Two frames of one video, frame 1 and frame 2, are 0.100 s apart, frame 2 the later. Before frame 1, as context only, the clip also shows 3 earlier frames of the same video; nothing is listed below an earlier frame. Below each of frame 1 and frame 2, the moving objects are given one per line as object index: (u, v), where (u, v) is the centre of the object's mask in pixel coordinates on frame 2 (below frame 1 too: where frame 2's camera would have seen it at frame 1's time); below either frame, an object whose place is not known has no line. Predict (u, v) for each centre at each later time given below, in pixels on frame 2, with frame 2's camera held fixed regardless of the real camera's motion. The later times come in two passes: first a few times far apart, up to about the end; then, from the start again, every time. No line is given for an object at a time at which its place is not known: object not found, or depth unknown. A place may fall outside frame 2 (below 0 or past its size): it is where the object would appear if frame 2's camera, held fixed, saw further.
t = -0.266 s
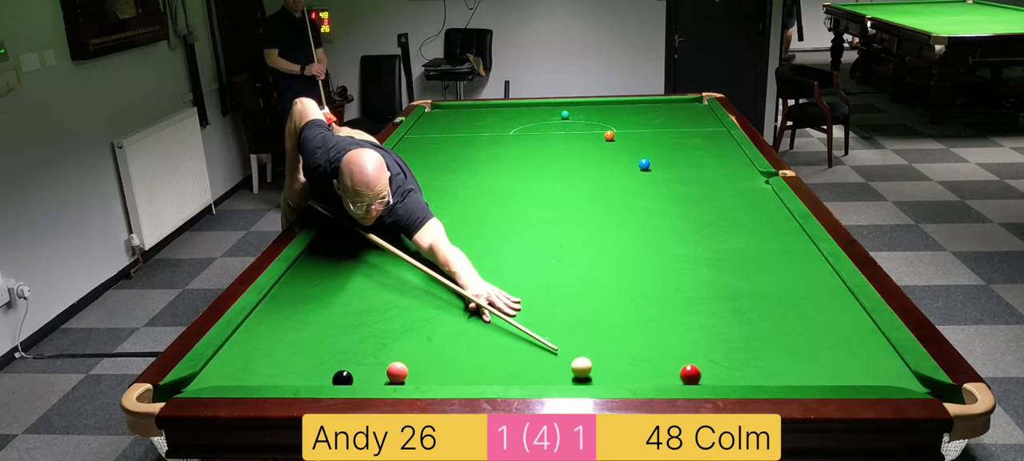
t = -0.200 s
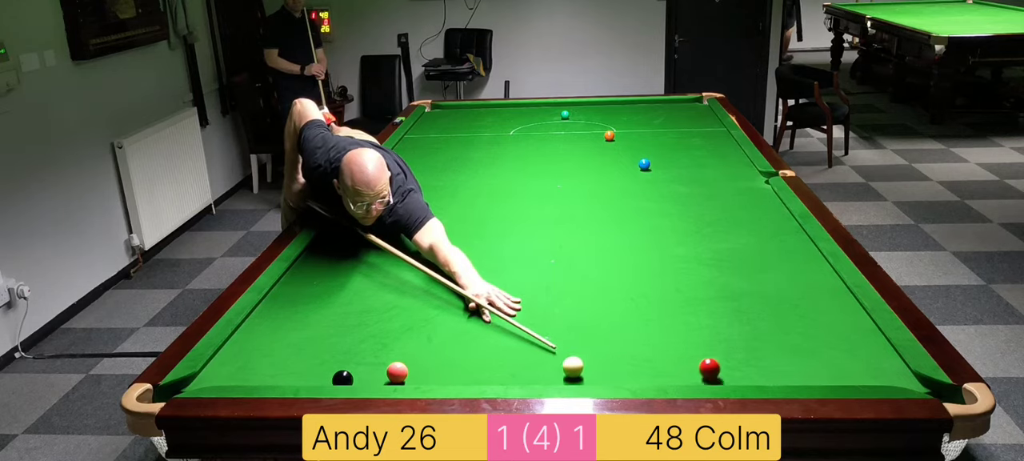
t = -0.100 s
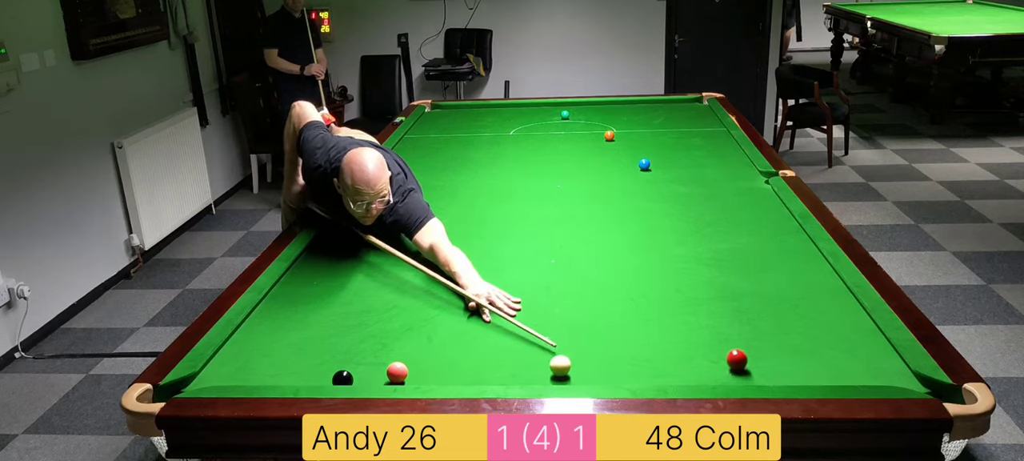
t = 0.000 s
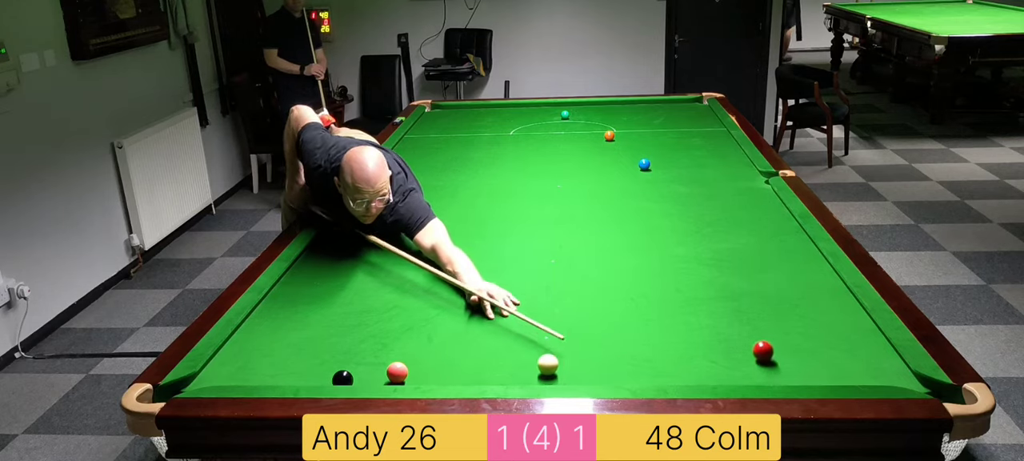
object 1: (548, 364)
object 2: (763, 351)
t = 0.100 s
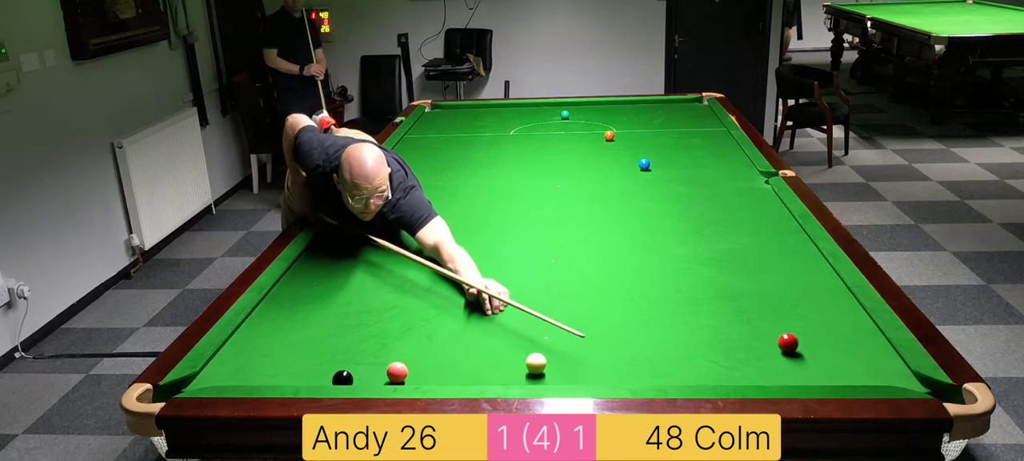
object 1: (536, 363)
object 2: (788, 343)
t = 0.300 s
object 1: (513, 361)
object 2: (835, 328)
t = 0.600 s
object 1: (482, 357)
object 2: (825, 308)
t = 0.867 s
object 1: (458, 355)
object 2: (778, 294)
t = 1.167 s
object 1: (433, 353)
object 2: (731, 279)
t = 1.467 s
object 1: (412, 350)
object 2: (690, 266)
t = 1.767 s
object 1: (394, 348)
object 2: (655, 255)
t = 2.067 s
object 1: (378, 347)
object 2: (624, 246)
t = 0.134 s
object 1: (532, 363)
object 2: (796, 341)
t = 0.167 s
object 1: (528, 362)
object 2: (804, 338)
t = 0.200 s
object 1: (524, 362)
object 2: (812, 335)
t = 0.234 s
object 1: (520, 361)
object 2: (820, 333)
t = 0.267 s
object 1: (517, 361)
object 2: (827, 330)
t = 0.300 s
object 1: (513, 361)
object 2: (835, 328)
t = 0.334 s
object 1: (509, 360)
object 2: (842, 326)
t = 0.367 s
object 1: (506, 360)
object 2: (849, 323)
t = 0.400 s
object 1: (502, 360)
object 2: (857, 321)
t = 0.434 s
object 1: (499, 359)
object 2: (862, 318)
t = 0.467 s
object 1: (496, 359)
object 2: (854, 316)
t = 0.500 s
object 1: (492, 358)
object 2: (845, 314)
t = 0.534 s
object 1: (489, 358)
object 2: (838, 312)
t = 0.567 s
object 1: (486, 358)
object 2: (832, 310)
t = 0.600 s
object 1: (482, 357)
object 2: (825, 308)
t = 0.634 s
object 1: (479, 357)
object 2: (819, 306)
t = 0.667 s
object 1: (476, 357)
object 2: (813, 305)
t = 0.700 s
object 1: (473, 357)
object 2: (807, 303)
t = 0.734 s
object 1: (470, 356)
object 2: (800, 301)
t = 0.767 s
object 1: (467, 356)
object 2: (795, 299)
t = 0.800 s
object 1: (463, 356)
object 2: (789, 297)
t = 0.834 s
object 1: (461, 355)
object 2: (783, 295)
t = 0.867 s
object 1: (458, 355)
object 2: (778, 294)
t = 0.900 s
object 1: (455, 355)
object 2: (772, 292)
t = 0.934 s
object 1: (452, 355)
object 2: (767, 290)
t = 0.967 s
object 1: (449, 354)
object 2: (761, 289)
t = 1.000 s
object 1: (446, 354)
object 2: (756, 287)
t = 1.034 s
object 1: (444, 354)
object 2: (751, 285)
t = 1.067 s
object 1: (441, 353)
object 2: (746, 284)
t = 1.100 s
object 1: (438, 353)
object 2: (741, 282)
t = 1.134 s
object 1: (435, 353)
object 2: (736, 281)
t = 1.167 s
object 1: (433, 353)
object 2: (731, 279)
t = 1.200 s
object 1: (430, 352)
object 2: (726, 277)
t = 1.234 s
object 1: (428, 352)
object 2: (721, 276)
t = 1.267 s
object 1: (425, 352)
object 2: (717, 275)
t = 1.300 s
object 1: (423, 352)
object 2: (712, 273)
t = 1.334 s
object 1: (421, 351)
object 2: (708, 272)
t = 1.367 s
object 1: (418, 351)
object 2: (703, 270)
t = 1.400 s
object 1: (416, 351)
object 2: (699, 269)
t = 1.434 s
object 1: (414, 351)
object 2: (695, 268)
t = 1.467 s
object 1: (412, 350)
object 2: (690, 266)
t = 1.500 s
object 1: (409, 350)
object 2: (686, 265)
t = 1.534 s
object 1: (407, 350)
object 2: (682, 264)
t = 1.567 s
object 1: (405, 350)
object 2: (678, 263)
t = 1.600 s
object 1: (403, 349)
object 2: (674, 261)
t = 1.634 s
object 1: (401, 349)
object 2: (670, 260)
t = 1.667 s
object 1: (399, 349)
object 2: (666, 259)
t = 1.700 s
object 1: (397, 349)
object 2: (662, 258)
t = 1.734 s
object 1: (395, 348)
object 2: (659, 256)
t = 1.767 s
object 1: (394, 348)
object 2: (655, 255)
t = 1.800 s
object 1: (392, 348)
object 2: (651, 254)
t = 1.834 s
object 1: (390, 348)
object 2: (648, 253)
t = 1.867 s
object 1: (388, 348)
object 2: (644, 252)
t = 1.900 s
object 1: (386, 347)
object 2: (641, 251)
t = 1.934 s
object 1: (384, 347)
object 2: (637, 250)
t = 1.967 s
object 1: (383, 347)
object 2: (634, 249)
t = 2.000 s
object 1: (381, 347)
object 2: (631, 248)
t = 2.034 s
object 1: (380, 347)
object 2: (627, 247)
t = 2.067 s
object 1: (378, 347)
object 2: (624, 246)
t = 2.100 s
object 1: (377, 346)
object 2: (621, 245)
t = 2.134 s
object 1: (375, 346)
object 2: (617, 244)
